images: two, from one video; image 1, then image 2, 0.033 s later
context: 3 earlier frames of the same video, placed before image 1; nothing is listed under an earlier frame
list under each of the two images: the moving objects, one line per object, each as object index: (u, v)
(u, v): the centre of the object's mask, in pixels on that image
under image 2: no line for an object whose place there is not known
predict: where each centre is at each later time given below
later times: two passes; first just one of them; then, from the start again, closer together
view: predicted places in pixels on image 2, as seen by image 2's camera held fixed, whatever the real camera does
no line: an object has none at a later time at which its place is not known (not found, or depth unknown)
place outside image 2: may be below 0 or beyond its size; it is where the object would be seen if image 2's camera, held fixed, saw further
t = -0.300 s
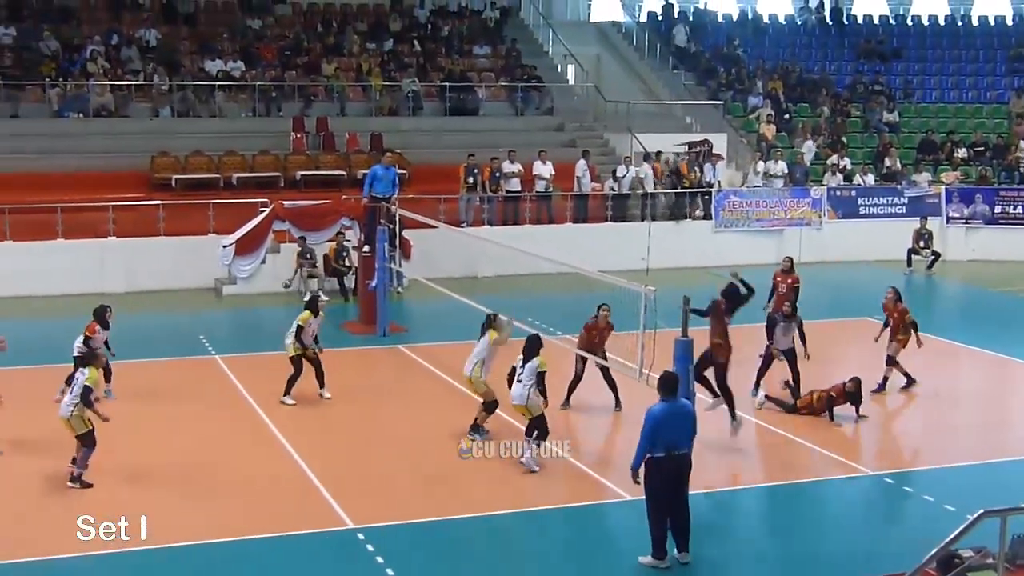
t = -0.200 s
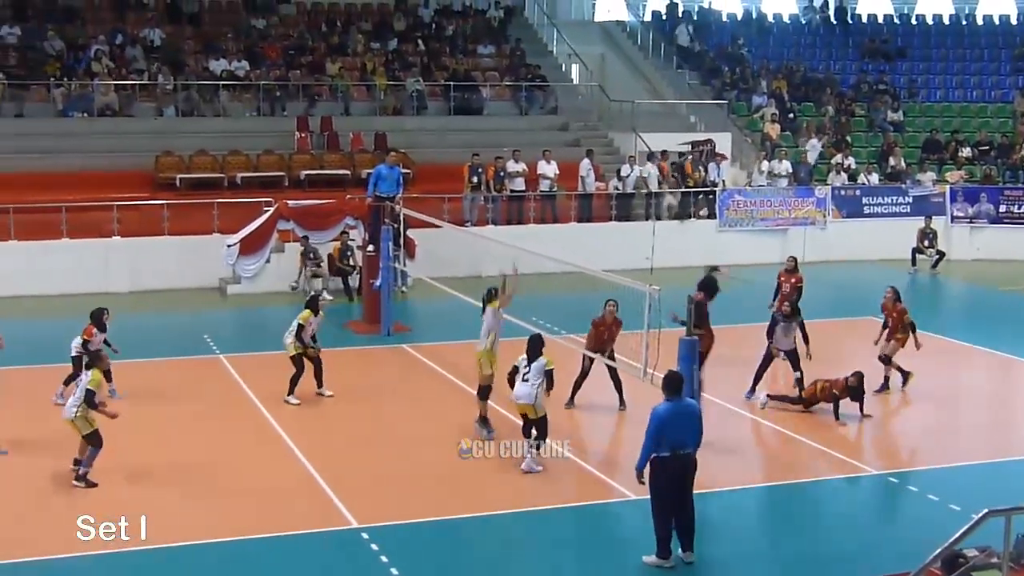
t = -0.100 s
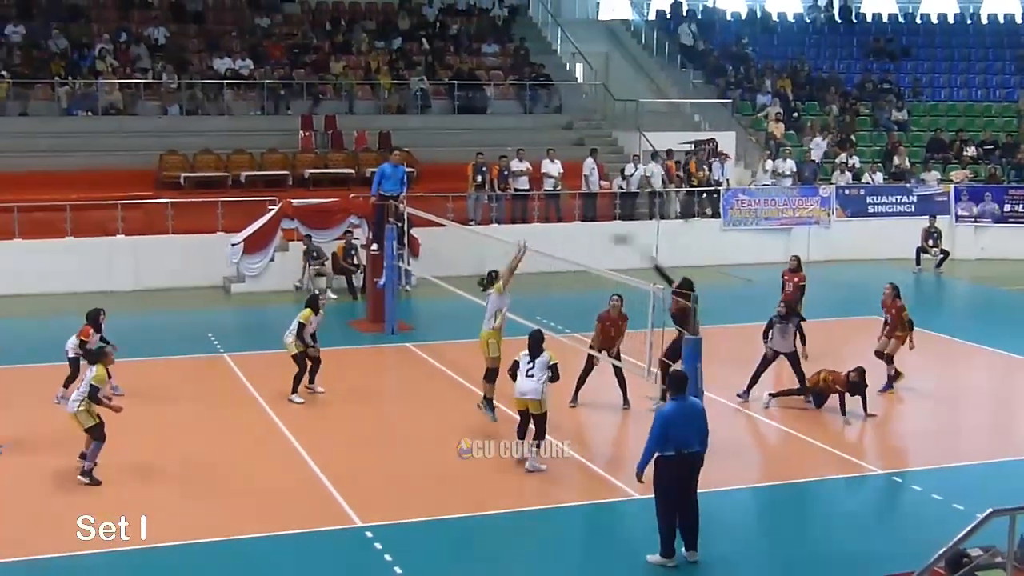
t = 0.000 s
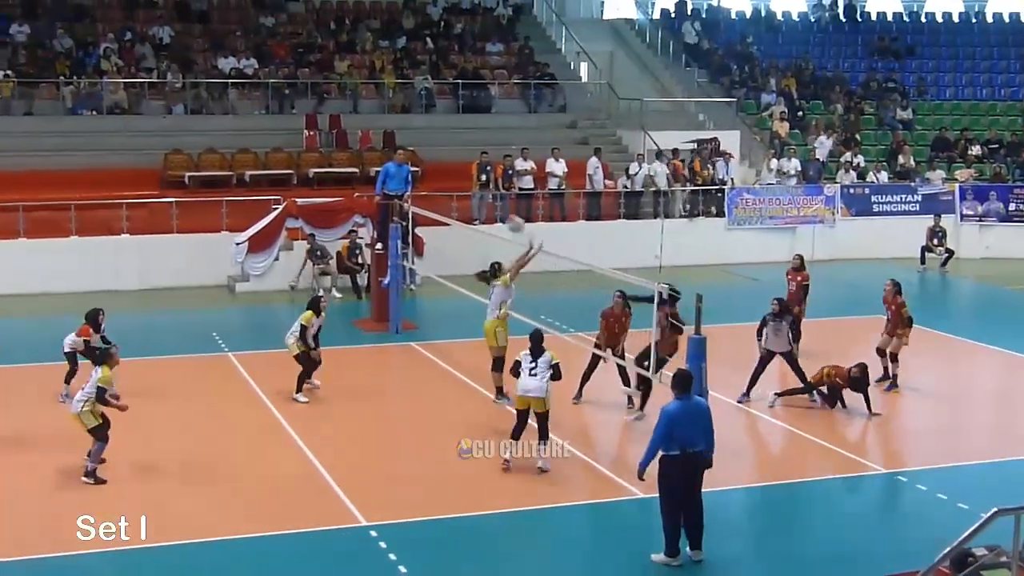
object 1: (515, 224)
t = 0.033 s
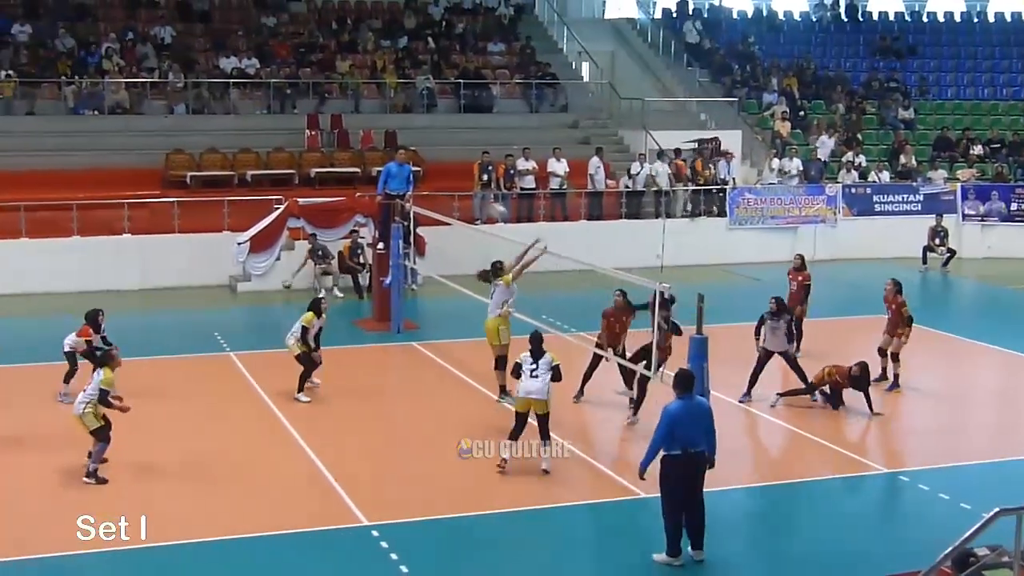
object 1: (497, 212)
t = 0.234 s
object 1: (381, 158)
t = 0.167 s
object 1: (419, 173)
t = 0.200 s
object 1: (399, 163)
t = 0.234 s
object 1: (381, 158)
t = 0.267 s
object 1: (361, 155)
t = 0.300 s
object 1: (342, 148)
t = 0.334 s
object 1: (324, 146)
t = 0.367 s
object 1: (306, 142)
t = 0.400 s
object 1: (287, 140)
